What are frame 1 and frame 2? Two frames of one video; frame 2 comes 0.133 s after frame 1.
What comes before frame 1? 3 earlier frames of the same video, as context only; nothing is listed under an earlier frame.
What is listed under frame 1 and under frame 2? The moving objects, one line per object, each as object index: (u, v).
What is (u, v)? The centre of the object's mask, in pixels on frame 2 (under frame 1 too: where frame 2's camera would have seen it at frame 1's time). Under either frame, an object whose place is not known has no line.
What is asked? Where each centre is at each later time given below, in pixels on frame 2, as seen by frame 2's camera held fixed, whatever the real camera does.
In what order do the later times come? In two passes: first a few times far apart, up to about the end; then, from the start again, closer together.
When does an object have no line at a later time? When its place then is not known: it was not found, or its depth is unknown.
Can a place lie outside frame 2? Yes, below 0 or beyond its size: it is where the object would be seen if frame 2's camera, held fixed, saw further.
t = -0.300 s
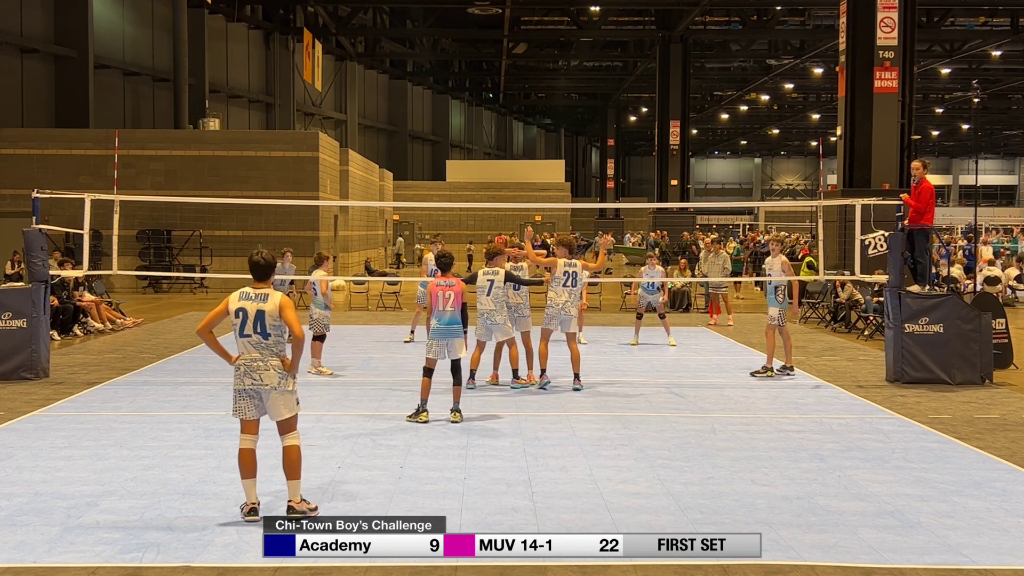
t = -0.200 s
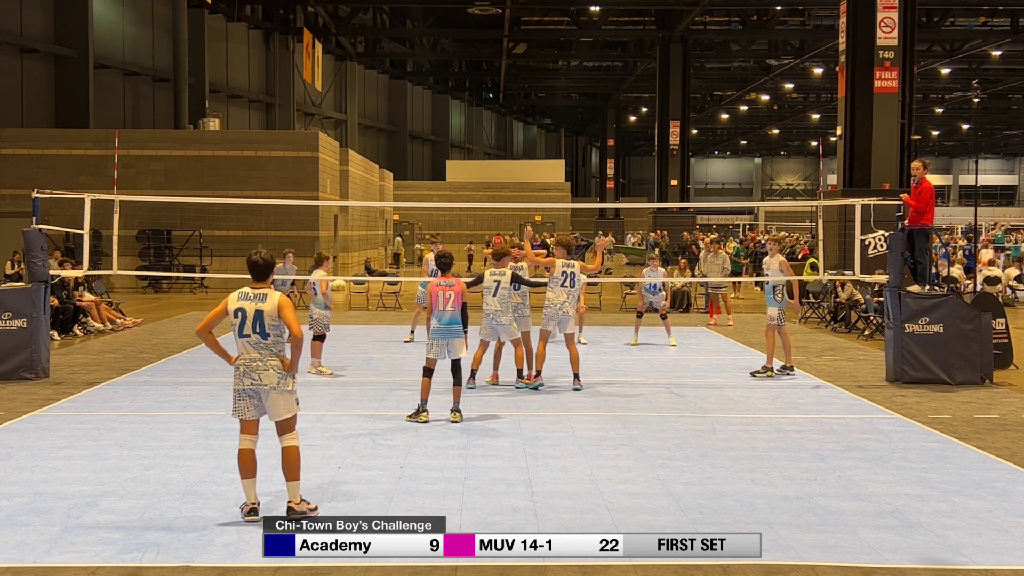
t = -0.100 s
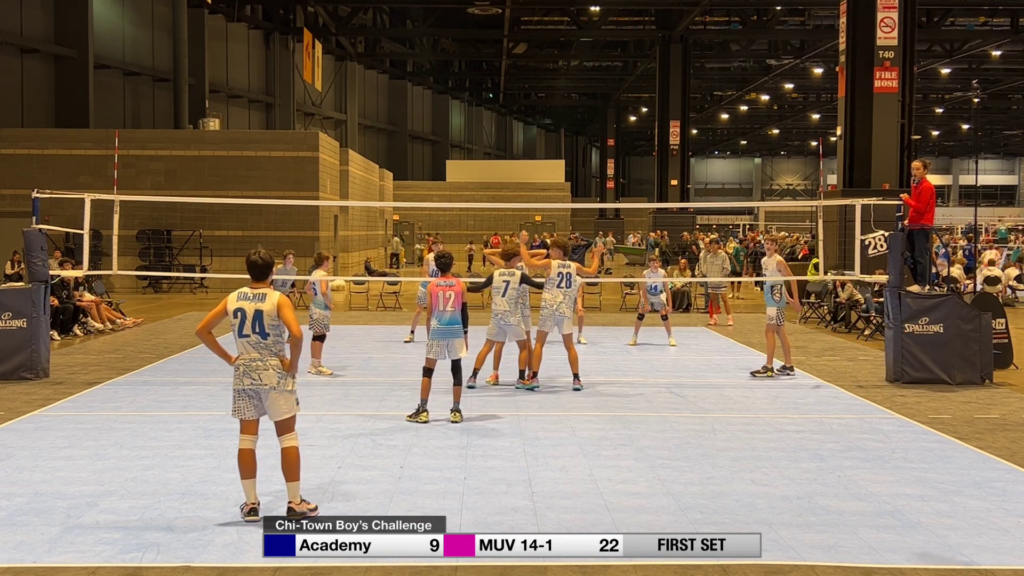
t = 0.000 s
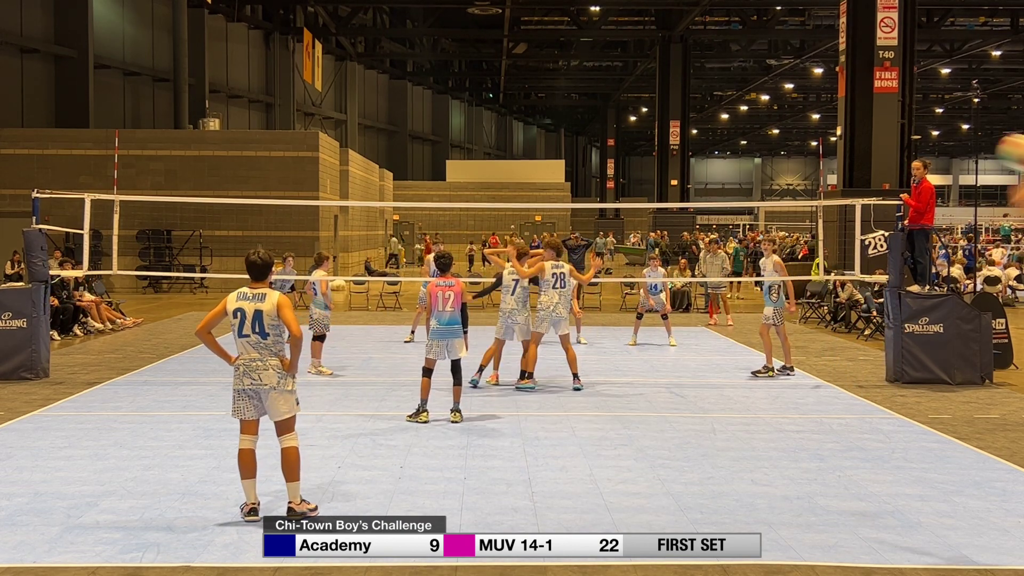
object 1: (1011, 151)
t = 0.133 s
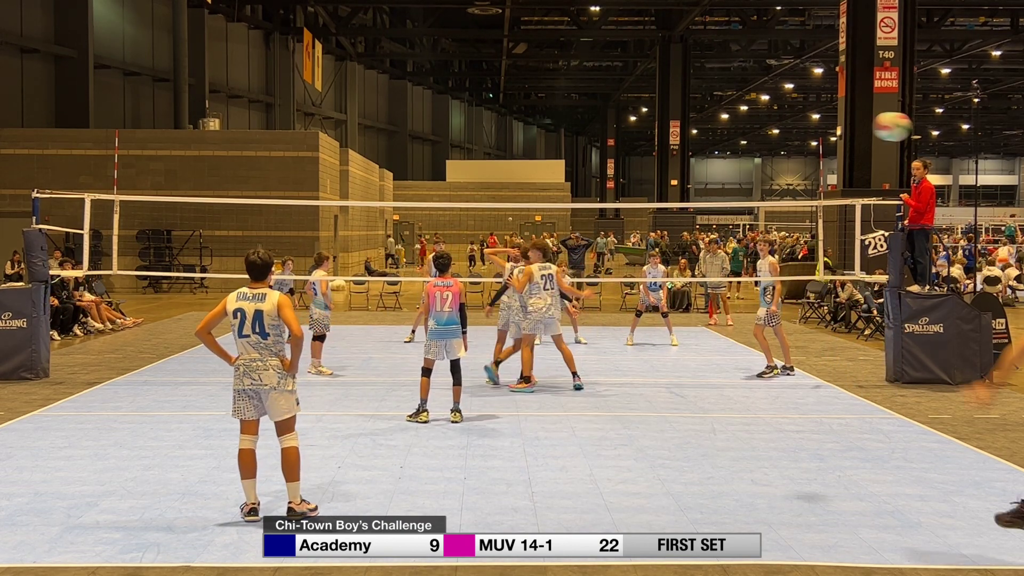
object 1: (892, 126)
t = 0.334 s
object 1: (792, 135)
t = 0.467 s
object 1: (756, 160)
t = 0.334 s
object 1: (792, 135)
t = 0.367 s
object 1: (781, 140)
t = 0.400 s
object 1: (772, 146)
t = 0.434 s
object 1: (763, 153)
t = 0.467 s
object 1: (756, 160)
